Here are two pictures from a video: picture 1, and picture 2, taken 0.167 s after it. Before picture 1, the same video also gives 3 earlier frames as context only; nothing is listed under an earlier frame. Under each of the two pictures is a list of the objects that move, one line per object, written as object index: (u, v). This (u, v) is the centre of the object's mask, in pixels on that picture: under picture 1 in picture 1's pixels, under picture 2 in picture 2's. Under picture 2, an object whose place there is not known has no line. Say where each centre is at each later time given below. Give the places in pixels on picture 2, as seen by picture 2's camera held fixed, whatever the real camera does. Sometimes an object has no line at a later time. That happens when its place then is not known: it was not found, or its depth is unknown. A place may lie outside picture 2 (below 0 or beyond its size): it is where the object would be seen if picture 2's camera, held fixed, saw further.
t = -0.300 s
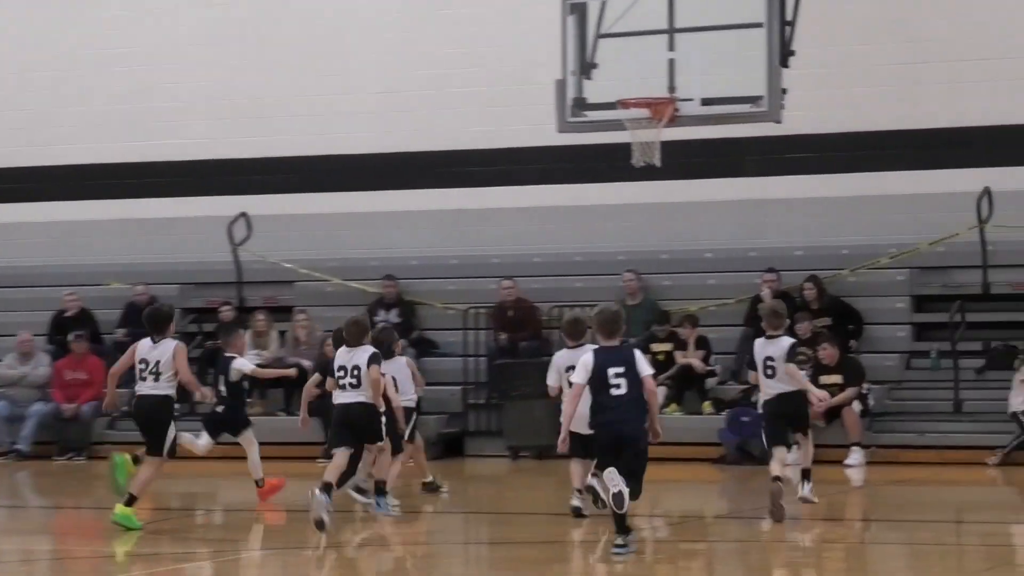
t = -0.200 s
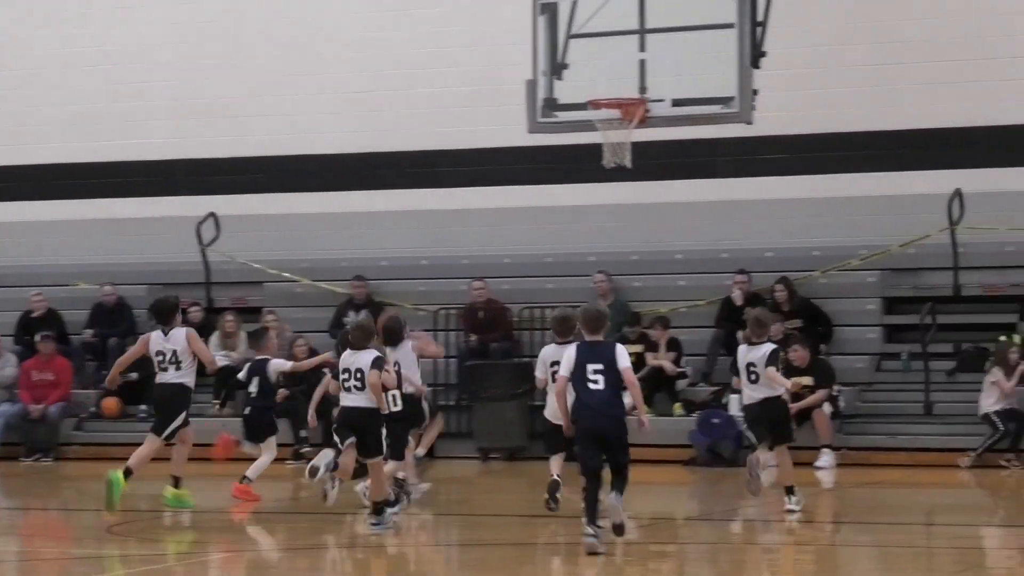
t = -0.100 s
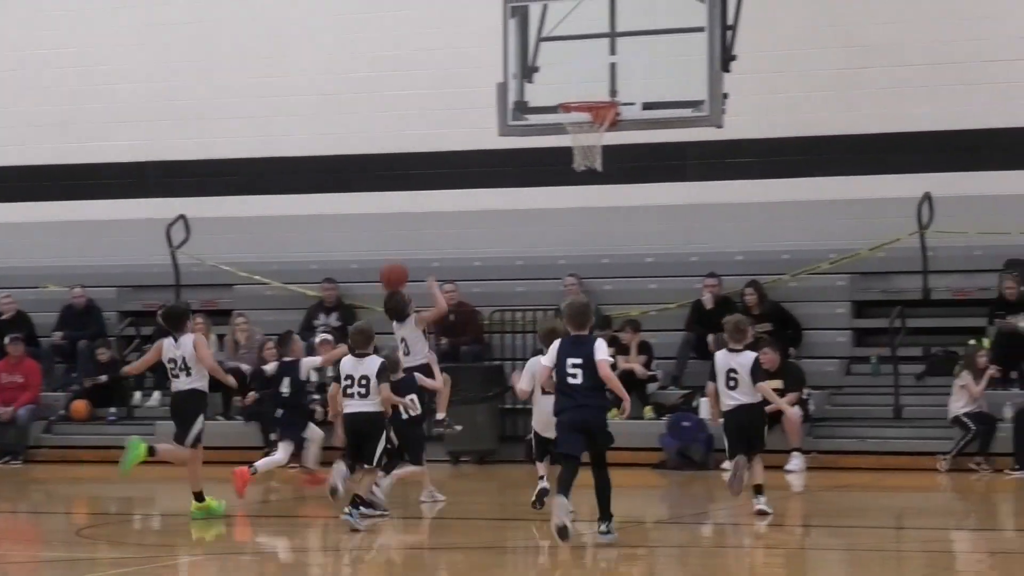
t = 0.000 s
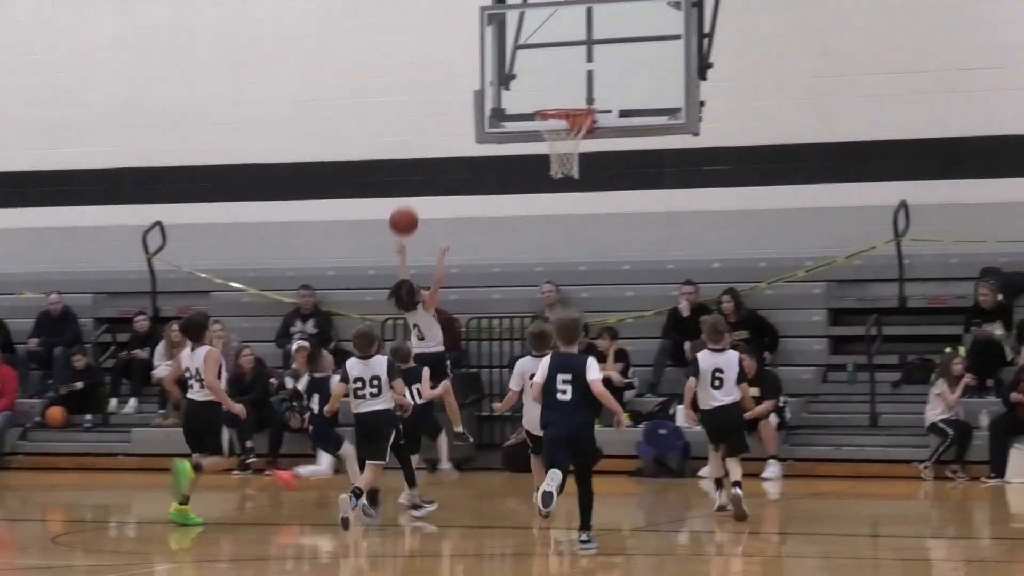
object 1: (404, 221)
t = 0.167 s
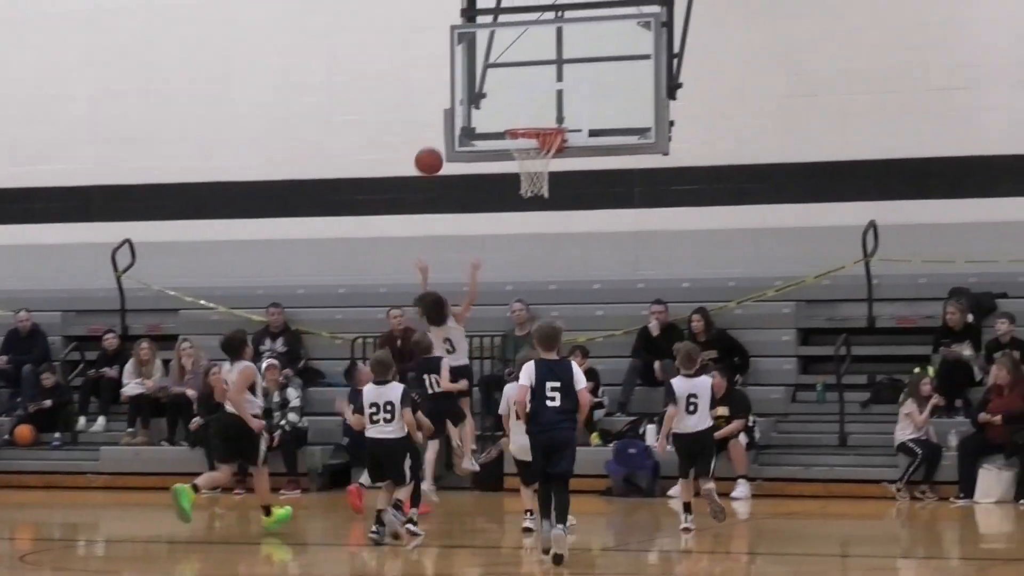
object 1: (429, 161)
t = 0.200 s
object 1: (441, 149)
